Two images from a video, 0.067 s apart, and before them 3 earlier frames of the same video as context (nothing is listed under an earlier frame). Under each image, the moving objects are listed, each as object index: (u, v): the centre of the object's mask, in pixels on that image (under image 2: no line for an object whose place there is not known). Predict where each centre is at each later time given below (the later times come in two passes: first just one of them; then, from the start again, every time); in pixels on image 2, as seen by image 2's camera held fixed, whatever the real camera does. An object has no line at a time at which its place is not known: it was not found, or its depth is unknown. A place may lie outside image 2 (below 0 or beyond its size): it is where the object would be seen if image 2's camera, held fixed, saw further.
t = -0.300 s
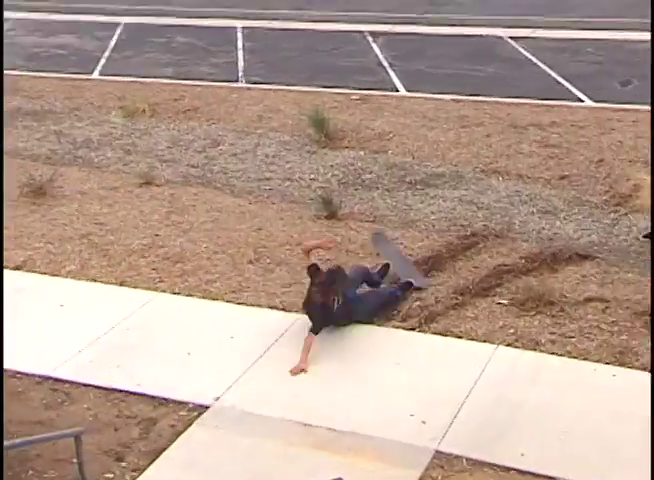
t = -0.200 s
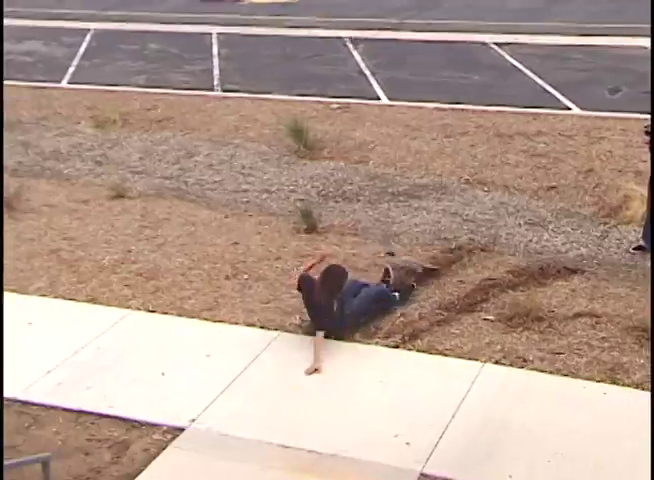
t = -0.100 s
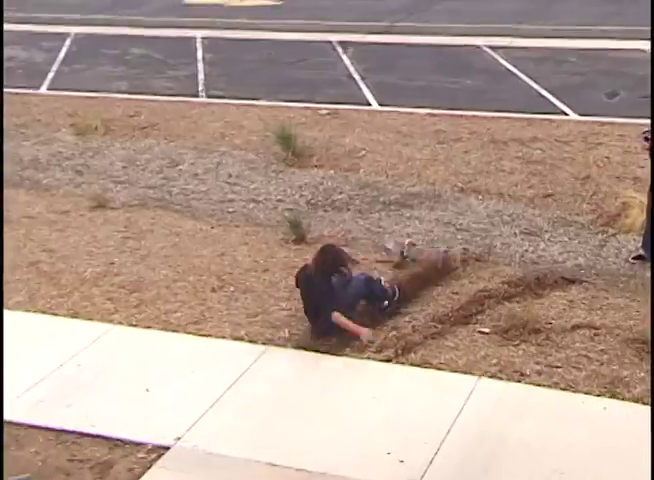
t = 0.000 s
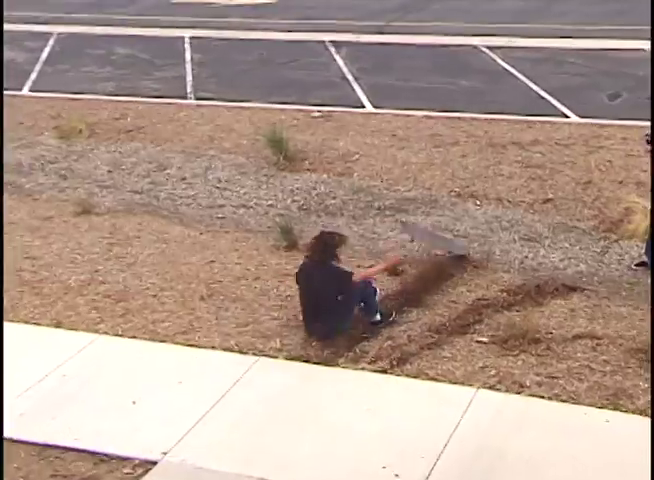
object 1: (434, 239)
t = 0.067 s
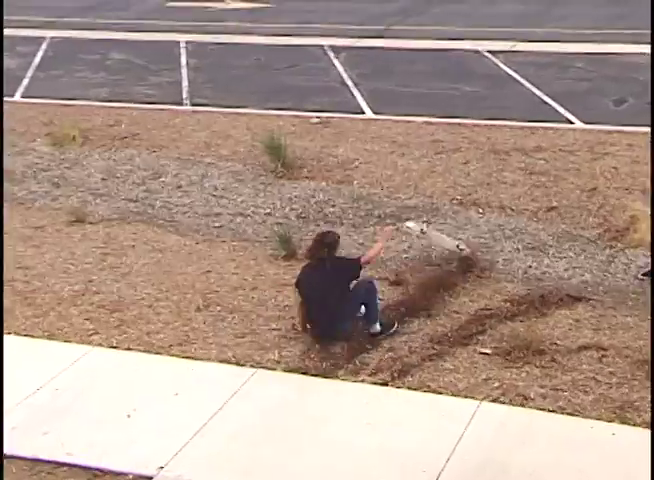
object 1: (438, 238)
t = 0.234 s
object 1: (464, 233)
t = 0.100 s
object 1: (444, 235)
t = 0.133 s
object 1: (449, 228)
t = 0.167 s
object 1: (449, 223)
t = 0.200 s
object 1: (455, 223)
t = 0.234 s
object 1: (464, 233)
